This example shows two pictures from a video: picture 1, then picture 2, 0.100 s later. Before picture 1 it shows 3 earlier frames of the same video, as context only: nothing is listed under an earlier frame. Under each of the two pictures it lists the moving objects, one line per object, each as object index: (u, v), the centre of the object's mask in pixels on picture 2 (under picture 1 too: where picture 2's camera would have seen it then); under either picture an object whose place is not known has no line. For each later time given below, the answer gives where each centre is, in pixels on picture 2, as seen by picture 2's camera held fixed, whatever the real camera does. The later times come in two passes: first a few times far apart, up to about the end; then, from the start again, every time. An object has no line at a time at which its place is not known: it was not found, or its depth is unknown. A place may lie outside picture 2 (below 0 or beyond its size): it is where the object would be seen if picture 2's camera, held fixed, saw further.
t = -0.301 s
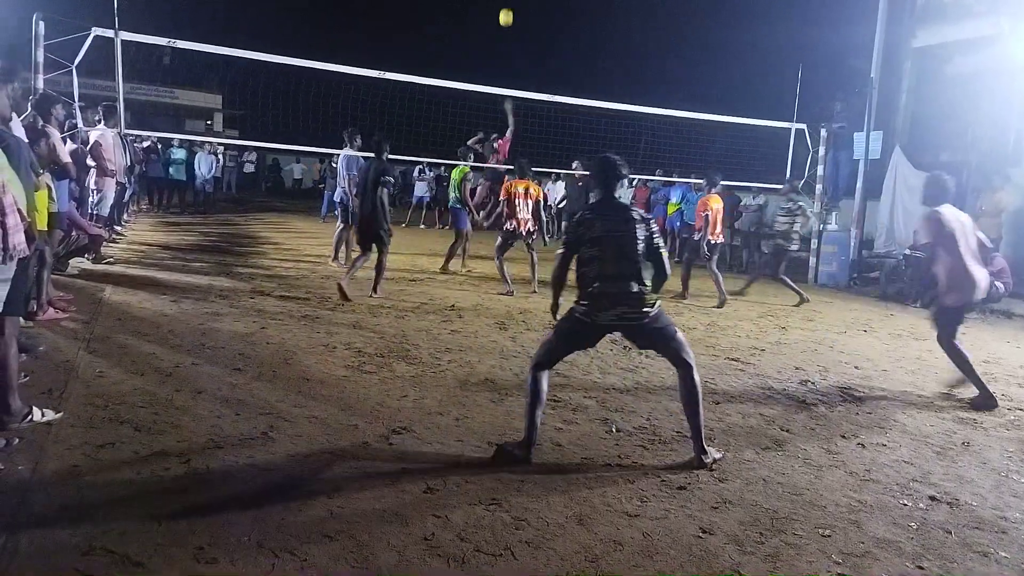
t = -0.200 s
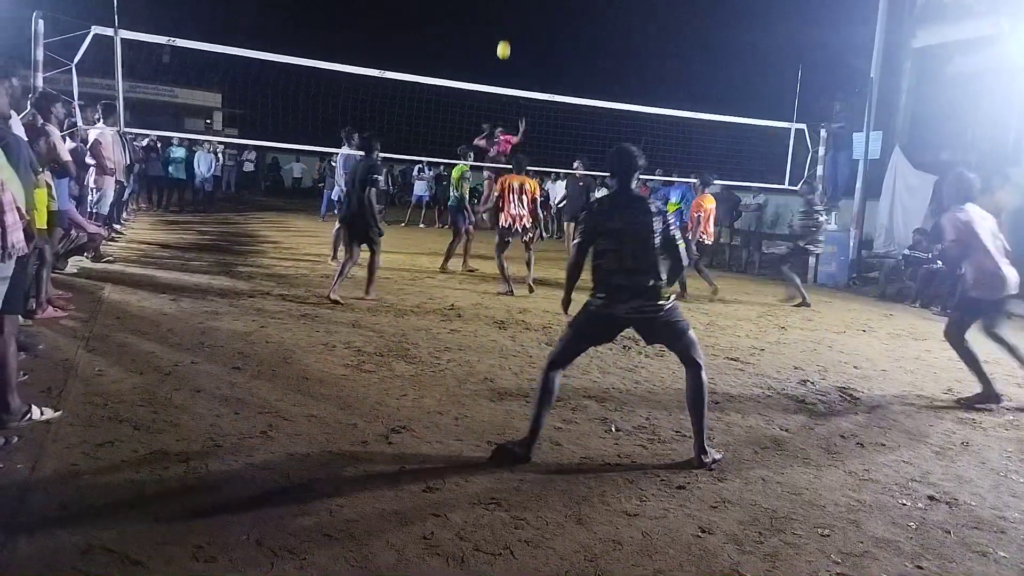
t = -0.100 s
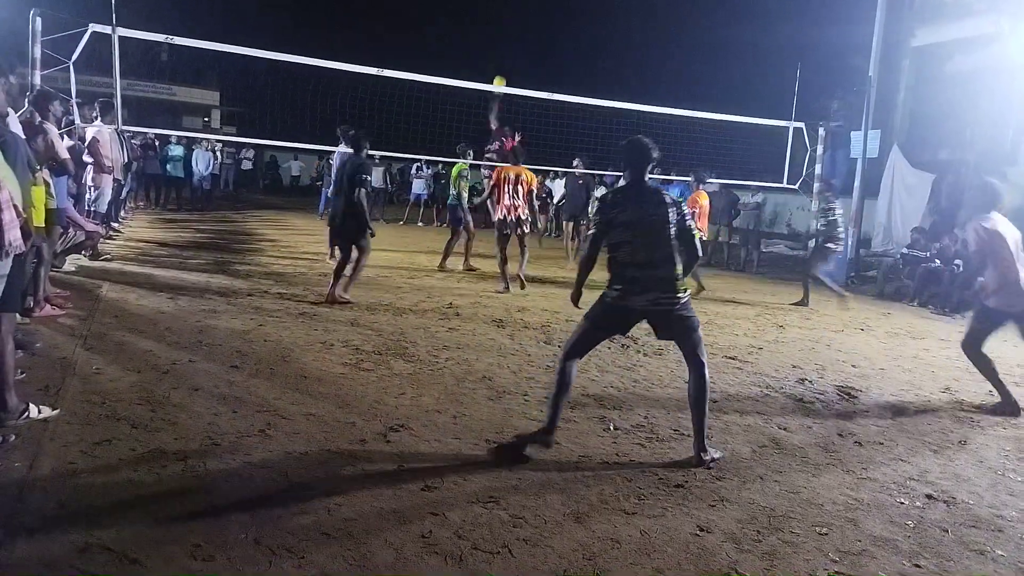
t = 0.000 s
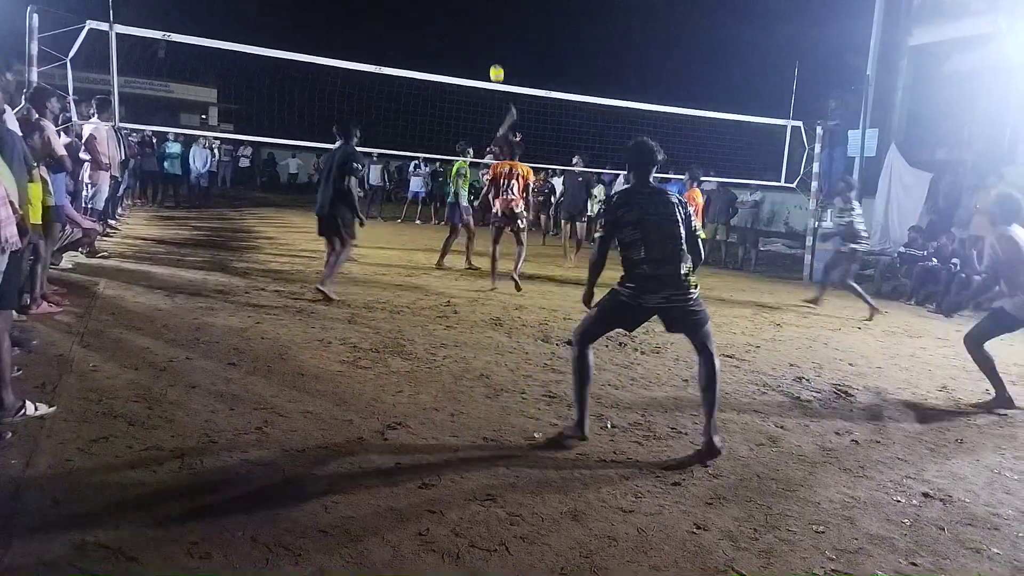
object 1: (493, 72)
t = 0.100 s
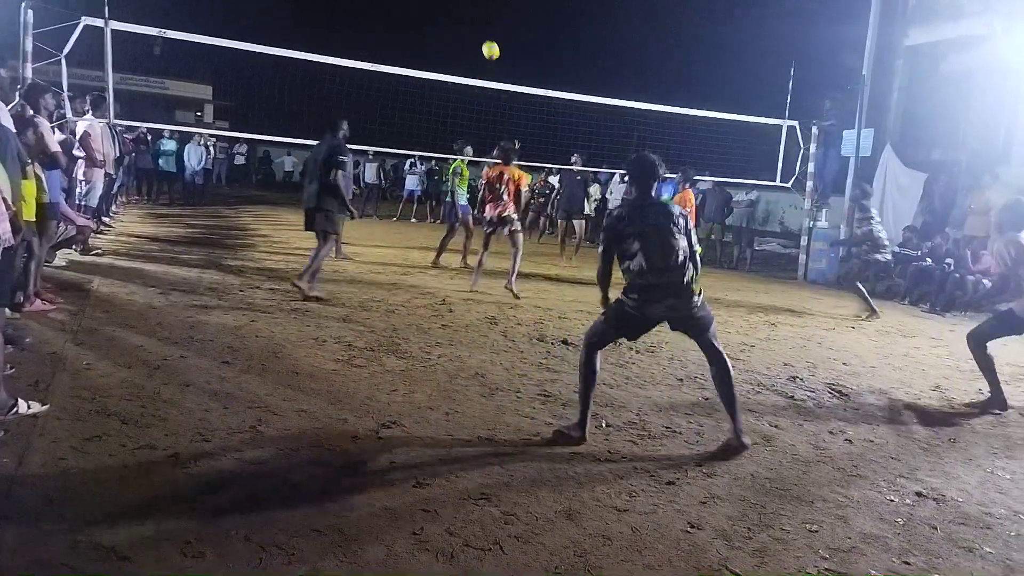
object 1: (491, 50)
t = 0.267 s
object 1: (481, 25)
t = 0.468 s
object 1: (452, 38)
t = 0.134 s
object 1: (490, 44)
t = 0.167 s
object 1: (488, 38)
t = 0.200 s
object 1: (486, 33)
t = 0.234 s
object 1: (484, 29)
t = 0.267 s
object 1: (481, 25)
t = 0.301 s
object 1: (478, 23)
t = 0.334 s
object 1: (474, 22)
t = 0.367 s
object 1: (469, 23)
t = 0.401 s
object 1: (464, 25)
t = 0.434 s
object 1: (459, 30)
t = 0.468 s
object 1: (452, 38)
